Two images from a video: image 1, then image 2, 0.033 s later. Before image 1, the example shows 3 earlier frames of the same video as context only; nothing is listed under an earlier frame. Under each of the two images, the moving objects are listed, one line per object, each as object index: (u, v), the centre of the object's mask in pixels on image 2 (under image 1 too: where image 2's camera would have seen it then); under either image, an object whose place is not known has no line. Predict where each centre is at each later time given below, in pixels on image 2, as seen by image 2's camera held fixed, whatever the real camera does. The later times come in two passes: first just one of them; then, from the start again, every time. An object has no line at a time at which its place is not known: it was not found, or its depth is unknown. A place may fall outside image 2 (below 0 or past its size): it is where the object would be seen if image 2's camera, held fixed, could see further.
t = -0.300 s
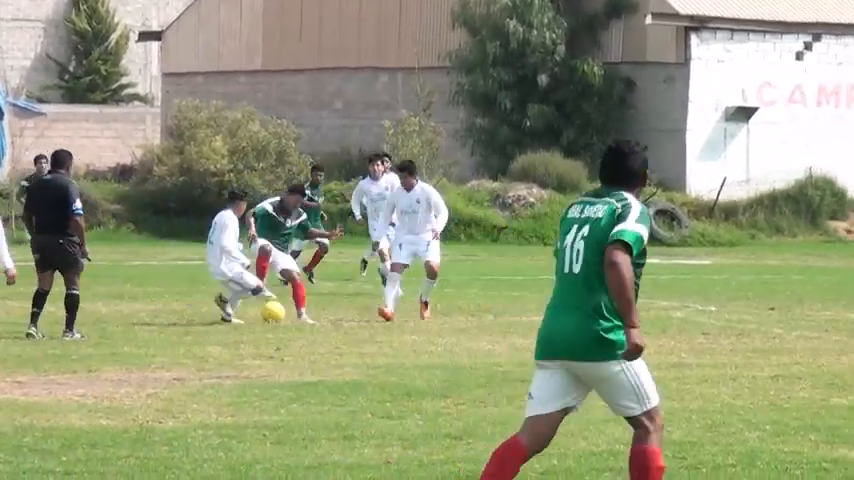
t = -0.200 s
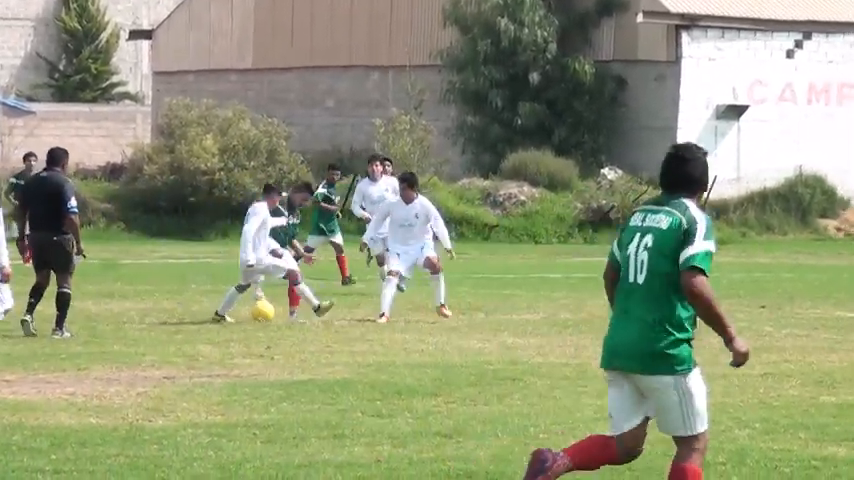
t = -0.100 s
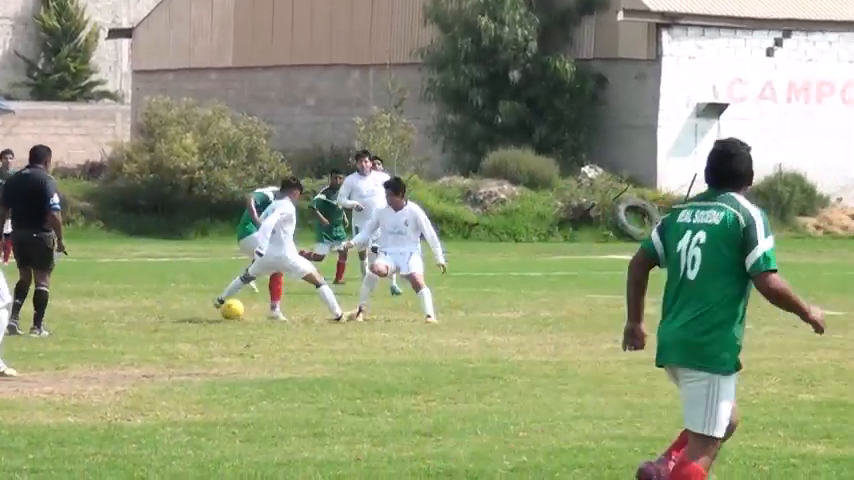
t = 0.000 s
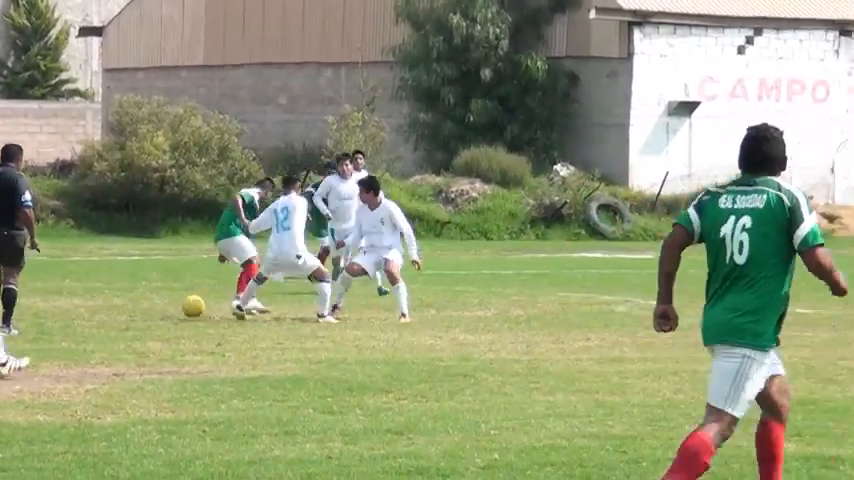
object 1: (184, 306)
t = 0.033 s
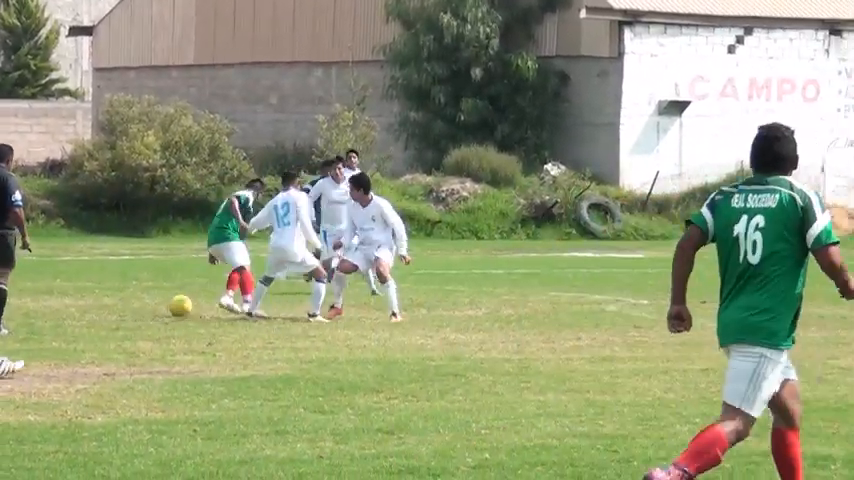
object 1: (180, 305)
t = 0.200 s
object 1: (166, 304)
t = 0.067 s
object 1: (177, 306)
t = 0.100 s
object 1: (175, 305)
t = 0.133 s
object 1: (172, 305)
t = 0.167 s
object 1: (169, 304)
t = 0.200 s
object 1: (166, 304)
